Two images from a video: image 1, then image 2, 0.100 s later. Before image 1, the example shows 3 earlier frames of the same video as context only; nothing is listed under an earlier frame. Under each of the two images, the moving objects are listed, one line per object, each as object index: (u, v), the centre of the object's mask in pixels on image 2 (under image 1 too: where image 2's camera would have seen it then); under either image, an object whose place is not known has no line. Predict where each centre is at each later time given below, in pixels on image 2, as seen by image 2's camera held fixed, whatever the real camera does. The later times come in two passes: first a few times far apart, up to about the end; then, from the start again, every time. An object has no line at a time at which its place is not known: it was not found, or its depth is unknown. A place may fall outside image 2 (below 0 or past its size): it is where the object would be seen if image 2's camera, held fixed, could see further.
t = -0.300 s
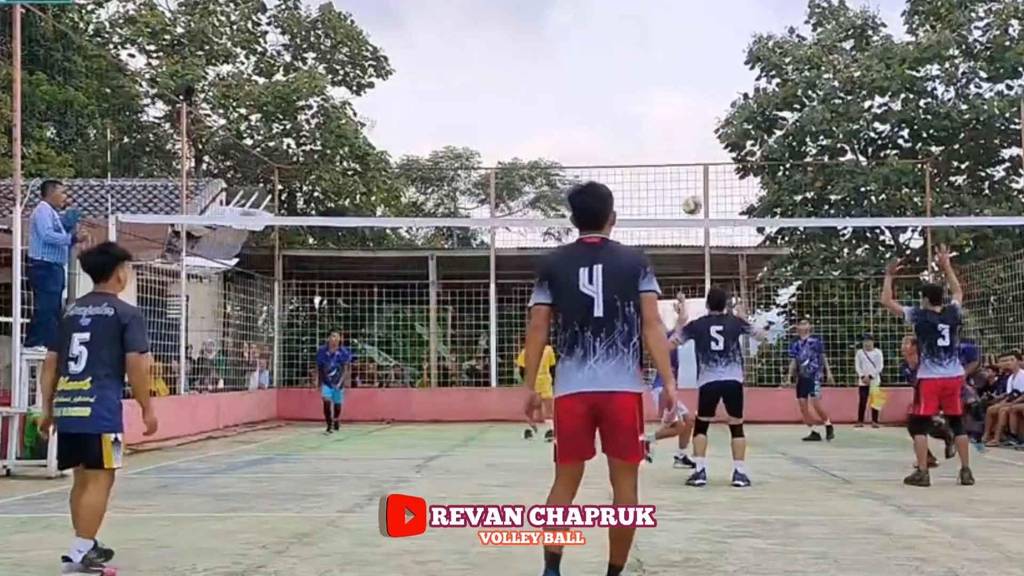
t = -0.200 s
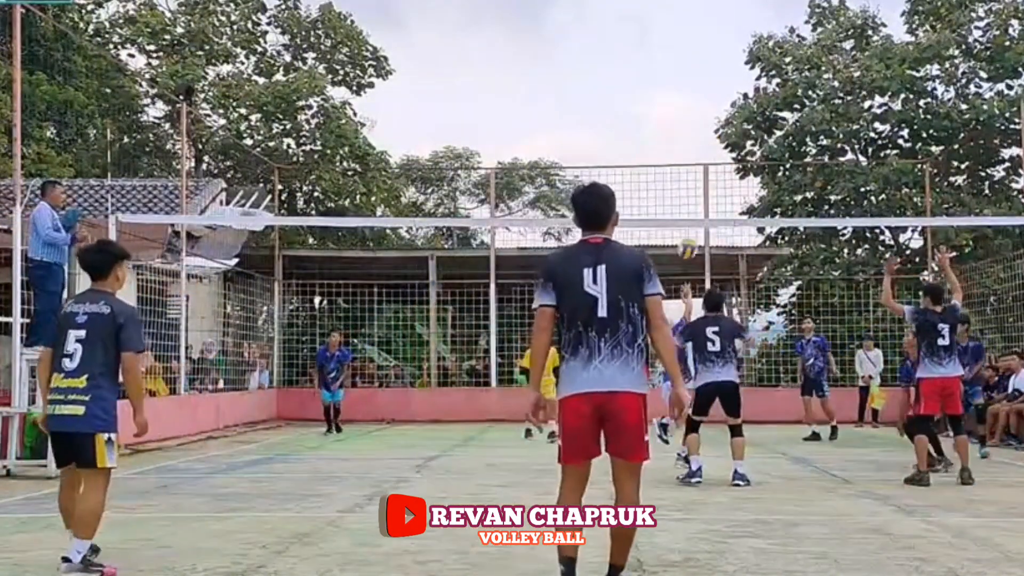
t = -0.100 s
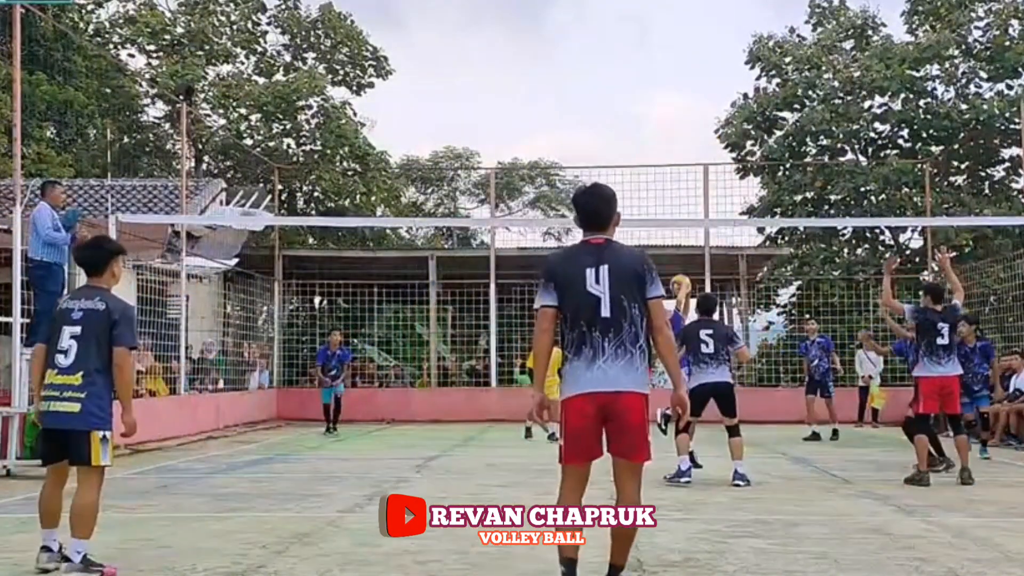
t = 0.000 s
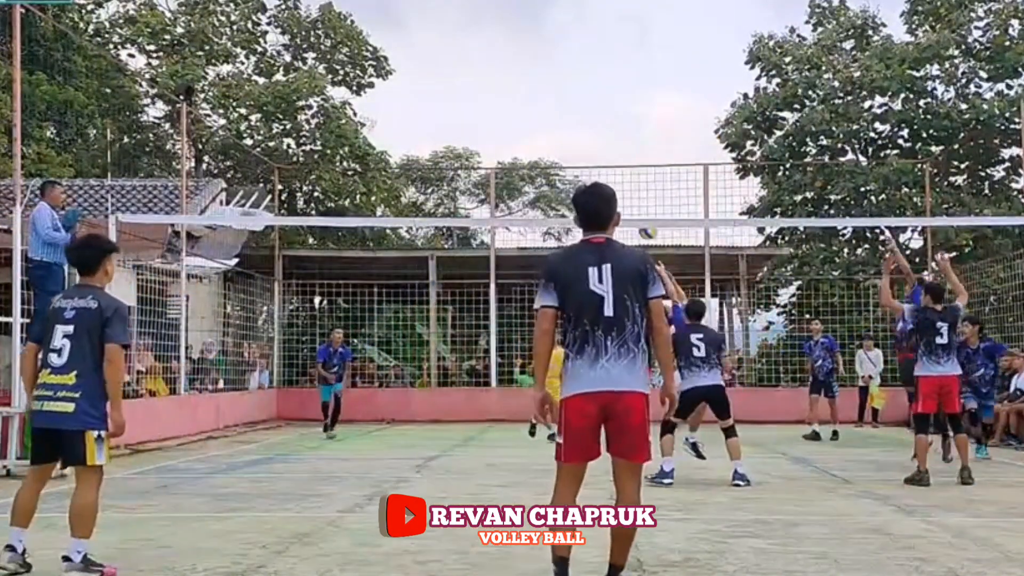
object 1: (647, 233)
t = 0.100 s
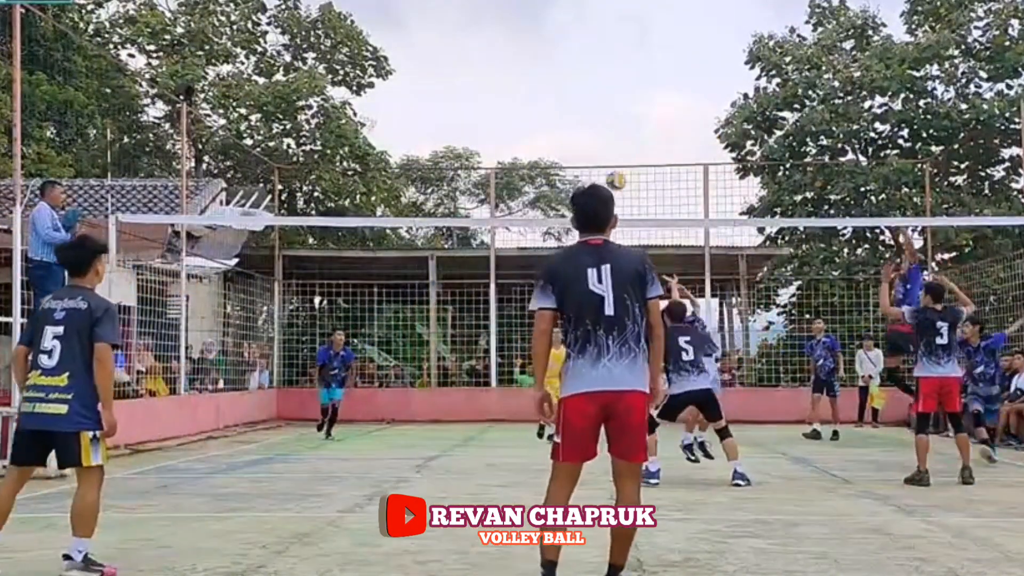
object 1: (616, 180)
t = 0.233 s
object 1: (575, 132)
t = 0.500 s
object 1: (500, 88)
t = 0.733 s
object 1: (439, 103)
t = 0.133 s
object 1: (605, 166)
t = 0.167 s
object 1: (595, 154)
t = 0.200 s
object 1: (585, 142)
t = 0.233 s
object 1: (575, 132)
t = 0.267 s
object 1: (565, 123)
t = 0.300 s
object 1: (556, 115)
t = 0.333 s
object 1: (546, 108)
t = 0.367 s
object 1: (537, 102)
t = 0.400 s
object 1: (527, 97)
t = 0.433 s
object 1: (519, 93)
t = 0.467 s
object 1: (509, 90)
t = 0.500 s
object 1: (500, 88)
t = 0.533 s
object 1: (491, 87)
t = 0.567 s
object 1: (482, 88)
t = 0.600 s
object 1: (474, 89)
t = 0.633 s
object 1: (465, 91)
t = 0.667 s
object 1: (456, 94)
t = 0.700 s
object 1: (448, 98)
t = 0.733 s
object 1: (439, 103)
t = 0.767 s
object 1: (431, 109)
